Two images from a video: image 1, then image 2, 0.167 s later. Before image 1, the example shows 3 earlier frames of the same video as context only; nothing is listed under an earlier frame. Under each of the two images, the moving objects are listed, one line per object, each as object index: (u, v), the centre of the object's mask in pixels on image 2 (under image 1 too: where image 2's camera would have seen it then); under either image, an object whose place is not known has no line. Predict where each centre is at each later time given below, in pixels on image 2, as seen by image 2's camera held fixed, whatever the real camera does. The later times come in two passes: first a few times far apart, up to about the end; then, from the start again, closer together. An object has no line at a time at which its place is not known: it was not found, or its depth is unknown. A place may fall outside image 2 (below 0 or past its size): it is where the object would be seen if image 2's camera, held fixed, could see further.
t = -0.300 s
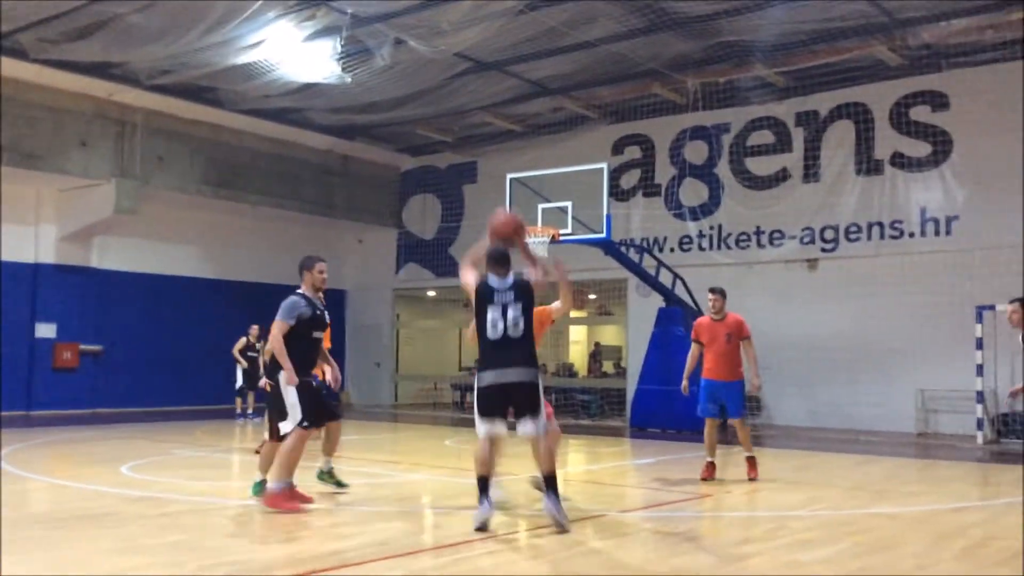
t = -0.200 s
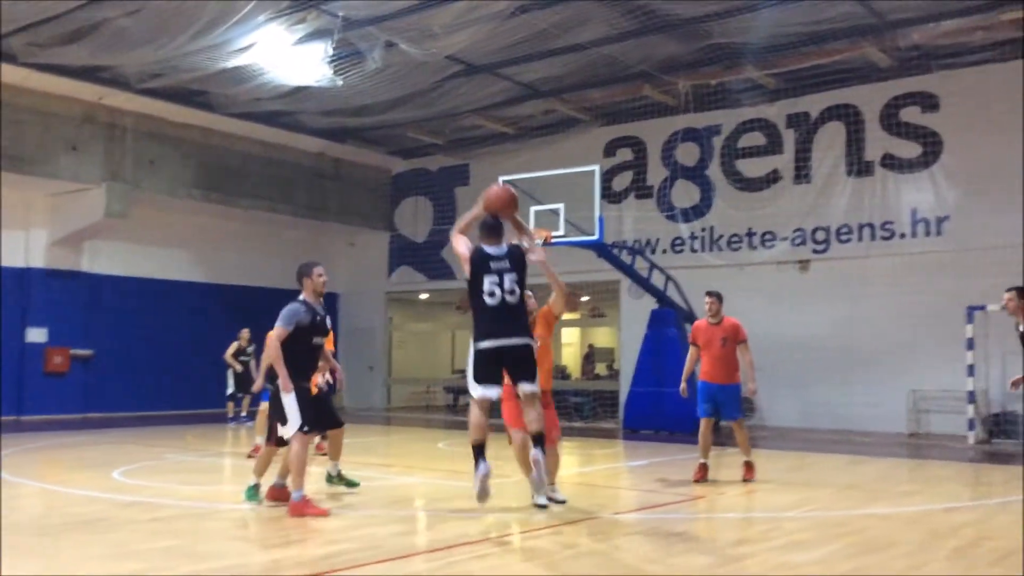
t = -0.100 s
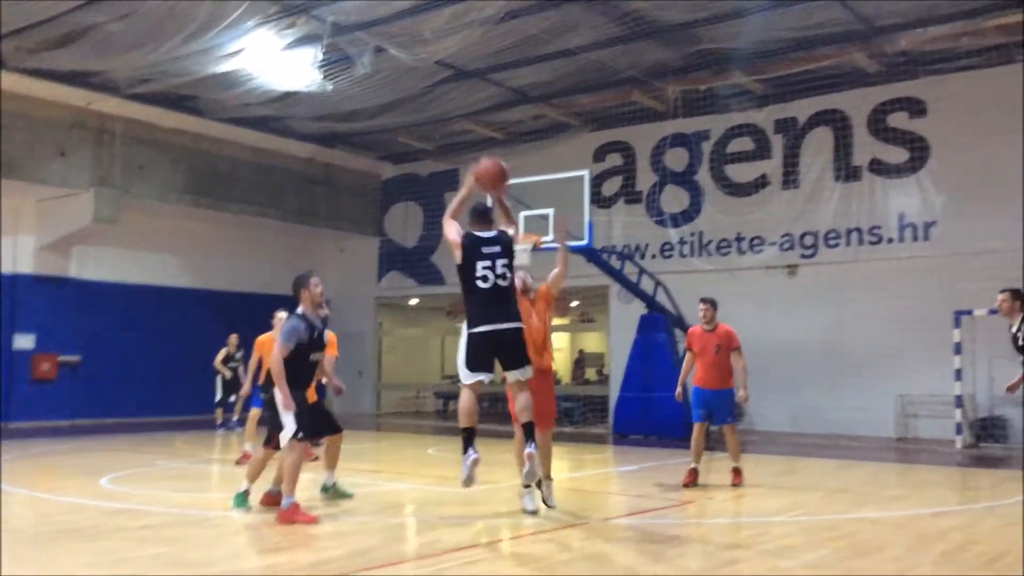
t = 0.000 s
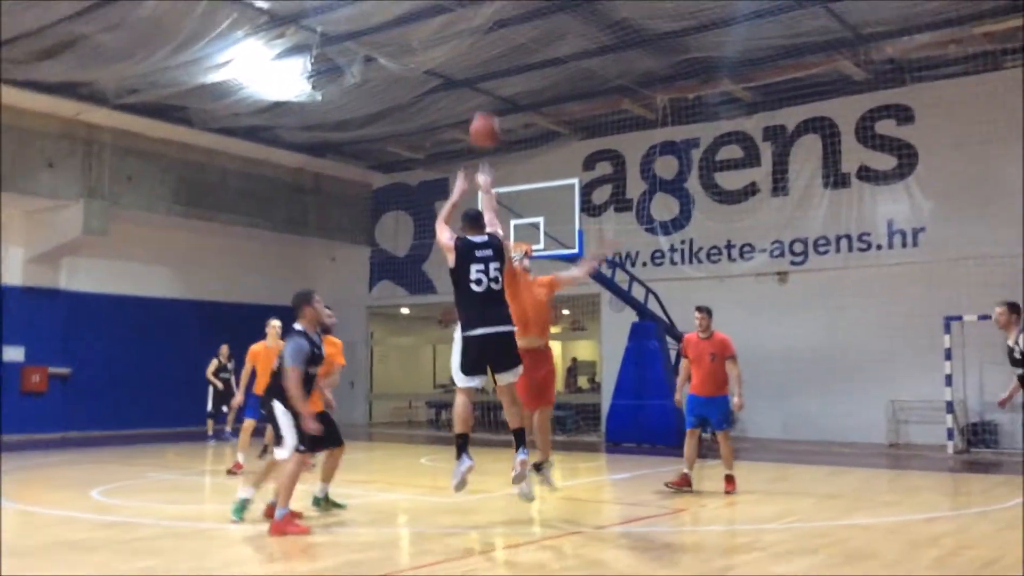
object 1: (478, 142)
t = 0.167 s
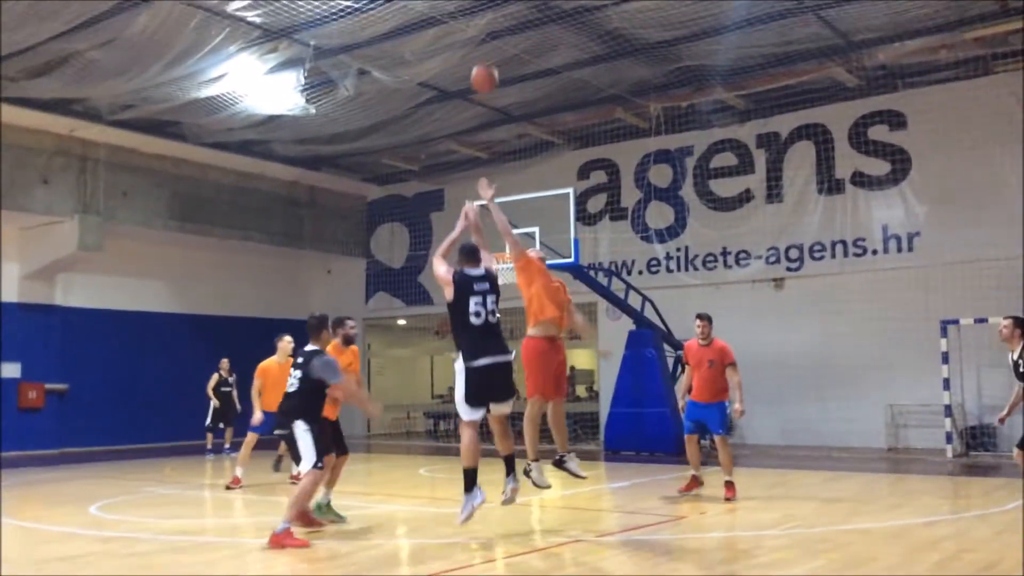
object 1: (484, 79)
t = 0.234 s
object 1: (486, 66)
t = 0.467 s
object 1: (491, 59)
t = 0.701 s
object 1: (496, 93)
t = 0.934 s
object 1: (500, 160)
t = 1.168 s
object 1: (502, 250)
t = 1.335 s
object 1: (507, 282)
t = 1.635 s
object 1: (511, 347)
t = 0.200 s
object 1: (485, 72)
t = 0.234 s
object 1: (486, 66)
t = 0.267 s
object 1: (487, 62)
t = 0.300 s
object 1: (488, 58)
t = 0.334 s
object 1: (488, 56)
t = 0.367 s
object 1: (489, 56)
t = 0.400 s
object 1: (490, 56)
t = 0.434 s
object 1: (490, 56)
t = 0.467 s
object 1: (491, 59)
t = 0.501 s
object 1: (492, 60)
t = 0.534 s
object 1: (493, 65)
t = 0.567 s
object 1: (494, 68)
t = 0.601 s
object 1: (494, 74)
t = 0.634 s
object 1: (495, 80)
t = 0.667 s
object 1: (496, 85)
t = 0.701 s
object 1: (496, 93)
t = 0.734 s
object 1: (498, 101)
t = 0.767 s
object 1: (498, 110)
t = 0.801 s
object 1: (498, 119)
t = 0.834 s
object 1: (499, 128)
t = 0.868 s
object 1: (499, 140)
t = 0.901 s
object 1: (500, 150)
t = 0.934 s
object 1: (500, 160)
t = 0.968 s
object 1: (501, 173)
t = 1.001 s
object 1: (502, 184)
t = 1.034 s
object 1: (502, 198)
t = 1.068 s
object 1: (503, 212)
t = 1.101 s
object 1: (503, 225)
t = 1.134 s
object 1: (503, 238)
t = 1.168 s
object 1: (502, 250)
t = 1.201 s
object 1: (505, 259)
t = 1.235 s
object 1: (507, 273)
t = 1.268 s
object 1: (508, 276)
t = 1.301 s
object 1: (507, 279)
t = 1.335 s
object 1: (507, 282)
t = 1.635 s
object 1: (511, 347)
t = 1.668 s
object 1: (512, 357)
